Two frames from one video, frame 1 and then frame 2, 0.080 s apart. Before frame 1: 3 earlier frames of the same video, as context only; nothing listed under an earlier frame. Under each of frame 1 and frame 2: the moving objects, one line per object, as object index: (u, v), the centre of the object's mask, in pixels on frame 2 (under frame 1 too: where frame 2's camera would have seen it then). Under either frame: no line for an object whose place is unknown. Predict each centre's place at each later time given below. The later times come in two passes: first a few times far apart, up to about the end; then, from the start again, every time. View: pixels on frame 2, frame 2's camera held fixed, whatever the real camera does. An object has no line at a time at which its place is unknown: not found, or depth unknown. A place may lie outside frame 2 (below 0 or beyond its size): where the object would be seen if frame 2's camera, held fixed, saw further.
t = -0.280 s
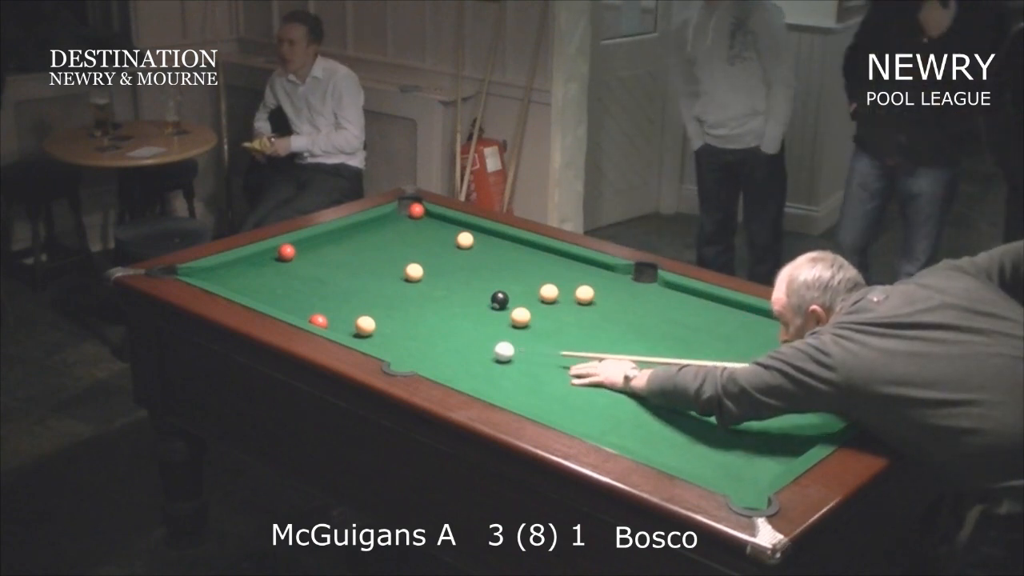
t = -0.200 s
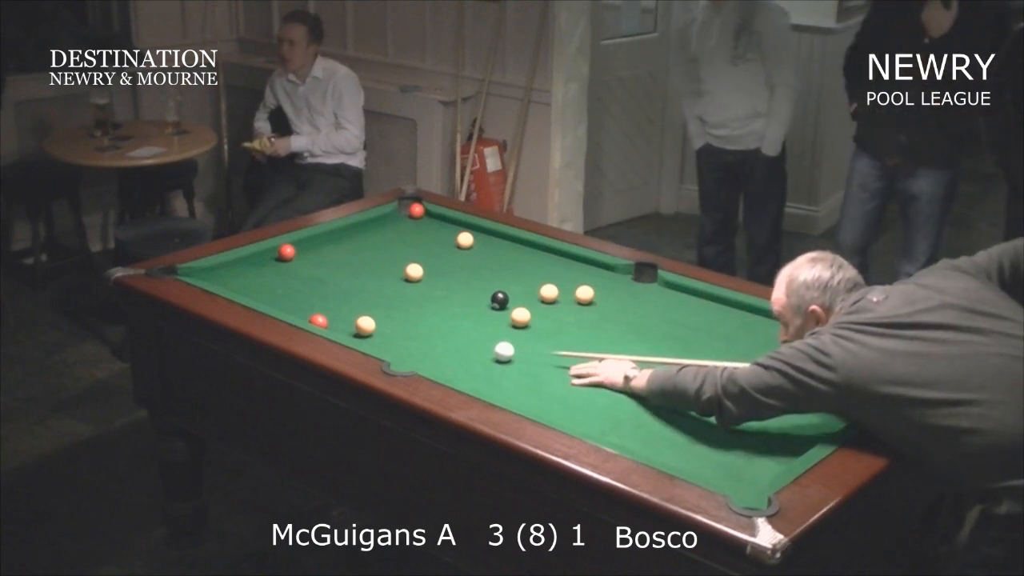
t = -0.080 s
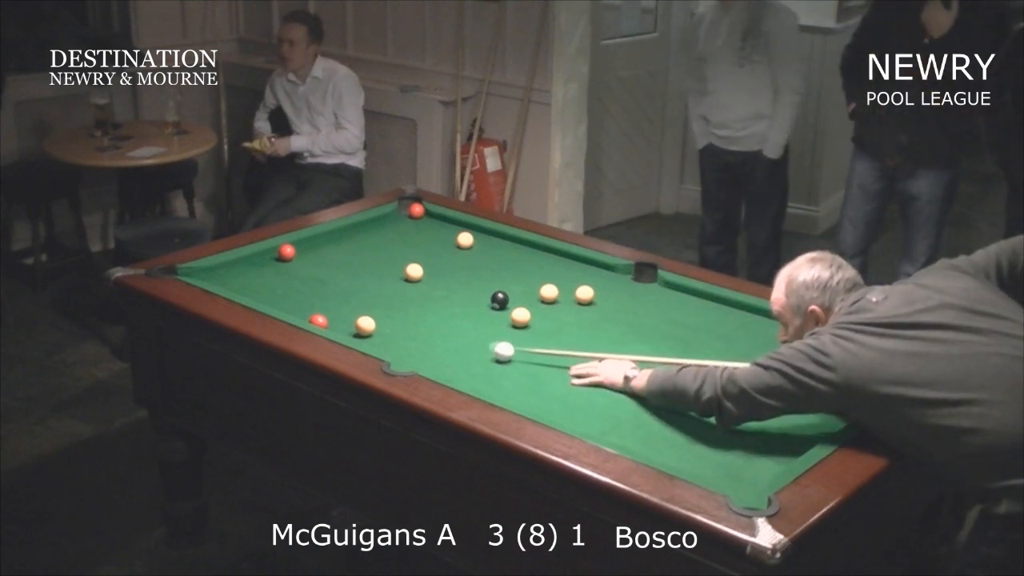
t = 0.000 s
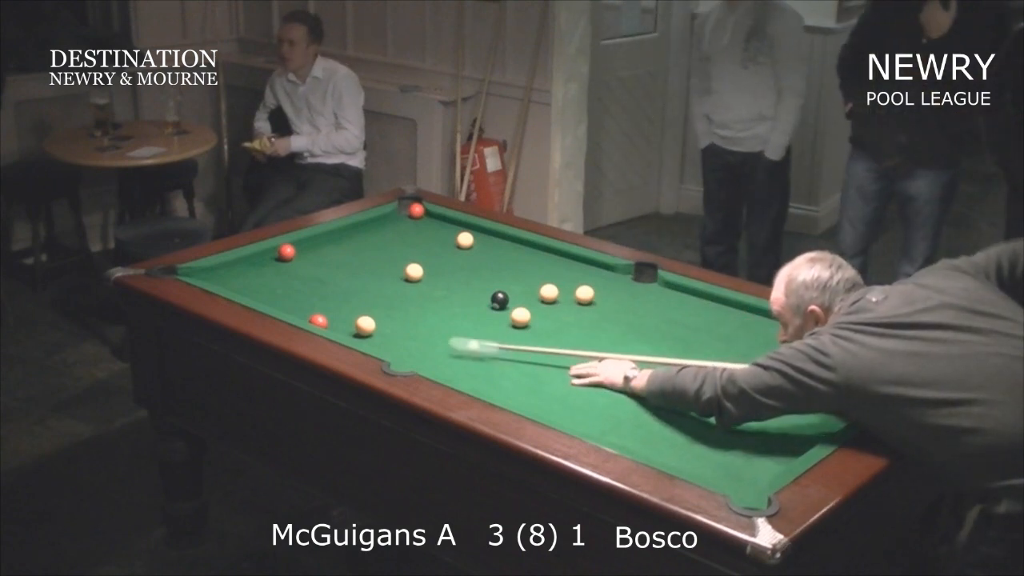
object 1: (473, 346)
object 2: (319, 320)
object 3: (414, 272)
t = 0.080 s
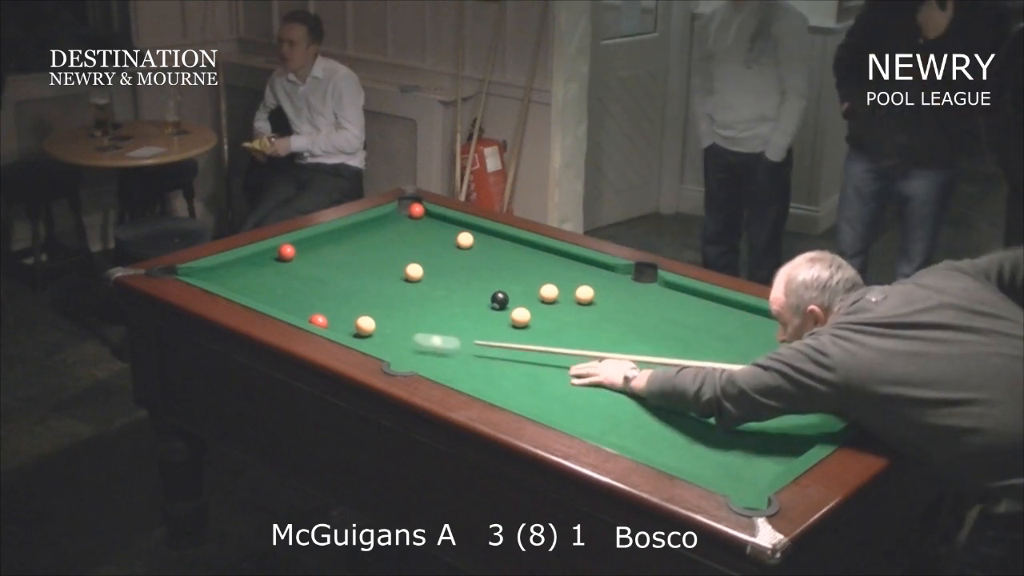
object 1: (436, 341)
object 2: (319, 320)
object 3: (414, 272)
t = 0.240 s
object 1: (365, 333)
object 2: (319, 320)
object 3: (414, 272)
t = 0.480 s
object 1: (345, 320)
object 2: (303, 313)
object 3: (414, 272)
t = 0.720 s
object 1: (359, 307)
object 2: (281, 304)
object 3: (414, 272)
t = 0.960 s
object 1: (373, 296)
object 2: (262, 295)
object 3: (414, 272)
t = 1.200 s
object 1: (385, 286)
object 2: (246, 287)
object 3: (414, 272)
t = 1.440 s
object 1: (395, 277)
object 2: (230, 280)
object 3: (414, 272)
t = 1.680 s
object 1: (395, 270)
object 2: (217, 273)
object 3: (420, 271)
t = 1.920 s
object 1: (393, 265)
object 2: (213, 270)
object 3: (426, 269)
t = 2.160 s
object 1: (391, 261)
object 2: (220, 274)
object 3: (431, 268)
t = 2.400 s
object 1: (389, 257)
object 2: (228, 277)
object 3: (434, 268)
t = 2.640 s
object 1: (389, 254)
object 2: (233, 279)
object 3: (435, 268)
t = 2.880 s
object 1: (389, 252)
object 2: (237, 280)
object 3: (435, 268)
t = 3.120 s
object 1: (389, 251)
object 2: (240, 282)
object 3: (435, 268)
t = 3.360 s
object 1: (389, 250)
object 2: (243, 282)
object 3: (435, 268)
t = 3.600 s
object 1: (389, 250)
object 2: (243, 283)
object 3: (435, 268)
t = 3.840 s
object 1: (389, 250)
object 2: (243, 283)
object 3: (435, 268)
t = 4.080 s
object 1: (389, 250)
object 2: (243, 283)
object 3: (435, 268)
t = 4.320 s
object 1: (389, 250)
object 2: (243, 283)
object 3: (435, 268)
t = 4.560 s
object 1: (389, 250)
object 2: (243, 283)
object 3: (435, 268)
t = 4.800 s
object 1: (389, 250)
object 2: (243, 283)
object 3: (435, 268)
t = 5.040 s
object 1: (389, 250)
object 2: (243, 283)
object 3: (435, 268)
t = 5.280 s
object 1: (389, 250)
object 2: (243, 283)
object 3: (435, 268)
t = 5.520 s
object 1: (389, 250)
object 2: (243, 283)
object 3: (435, 268)
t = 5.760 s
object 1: (389, 250)
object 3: (435, 268)
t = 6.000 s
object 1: (389, 250)
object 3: (435, 268)
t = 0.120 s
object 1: (419, 339)
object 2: (319, 320)
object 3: (414, 272)
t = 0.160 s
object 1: (401, 336)
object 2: (319, 320)
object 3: (414, 272)
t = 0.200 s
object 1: (384, 335)
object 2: (319, 320)
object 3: (414, 272)
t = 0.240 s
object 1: (365, 333)
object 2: (319, 320)
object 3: (414, 272)
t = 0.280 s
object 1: (349, 330)
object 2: (319, 320)
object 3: (414, 272)
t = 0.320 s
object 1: (336, 327)
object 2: (318, 320)
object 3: (414, 272)
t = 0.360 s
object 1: (335, 326)
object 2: (315, 319)
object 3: (414, 272)
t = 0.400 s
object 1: (340, 324)
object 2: (310, 317)
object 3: (414, 272)
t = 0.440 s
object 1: (343, 323)
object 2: (306, 315)
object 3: (414, 272)
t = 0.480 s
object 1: (345, 320)
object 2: (303, 313)
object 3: (414, 272)
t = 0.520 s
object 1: (347, 318)
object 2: (299, 312)
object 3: (414, 272)
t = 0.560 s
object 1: (350, 316)
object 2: (296, 310)
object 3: (414, 272)
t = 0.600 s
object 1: (352, 313)
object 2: (292, 309)
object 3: (414, 272)
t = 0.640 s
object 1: (354, 311)
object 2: (288, 307)
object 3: (414, 272)
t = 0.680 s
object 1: (357, 309)
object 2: (285, 305)
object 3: (414, 272)
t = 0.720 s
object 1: (359, 307)
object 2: (281, 304)
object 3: (414, 272)
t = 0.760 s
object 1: (362, 305)
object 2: (278, 302)
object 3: (414, 272)
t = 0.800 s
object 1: (364, 304)
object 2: (275, 301)
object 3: (414, 272)
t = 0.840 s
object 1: (366, 302)
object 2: (272, 300)
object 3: (414, 272)
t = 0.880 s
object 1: (368, 300)
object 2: (269, 298)
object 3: (414, 272)
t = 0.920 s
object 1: (370, 298)
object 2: (265, 296)
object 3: (414, 272)
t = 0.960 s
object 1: (373, 296)
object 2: (262, 295)
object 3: (414, 272)
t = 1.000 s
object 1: (375, 294)
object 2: (260, 294)
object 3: (414, 272)
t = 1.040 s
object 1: (377, 292)
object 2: (257, 292)
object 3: (414, 272)
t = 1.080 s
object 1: (379, 291)
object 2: (254, 291)
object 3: (414, 272)
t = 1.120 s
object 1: (381, 289)
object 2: (251, 290)
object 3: (414, 272)
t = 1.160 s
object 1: (383, 287)
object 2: (248, 289)
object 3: (414, 272)
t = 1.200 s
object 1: (385, 286)
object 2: (246, 287)
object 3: (414, 272)
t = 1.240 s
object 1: (386, 284)
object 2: (243, 286)
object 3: (414, 272)
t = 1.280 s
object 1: (388, 283)
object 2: (240, 285)
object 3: (414, 272)
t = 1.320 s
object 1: (390, 281)
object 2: (238, 284)
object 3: (414, 272)
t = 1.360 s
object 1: (392, 280)
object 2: (235, 283)
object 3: (413, 272)
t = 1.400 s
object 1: (393, 278)
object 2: (233, 281)
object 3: (414, 272)
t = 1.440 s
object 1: (395, 277)
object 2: (230, 280)
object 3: (414, 272)
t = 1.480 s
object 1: (396, 276)
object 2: (228, 279)
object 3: (414, 272)
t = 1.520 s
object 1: (397, 274)
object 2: (226, 278)
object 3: (415, 272)
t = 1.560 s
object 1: (396, 273)
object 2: (223, 276)
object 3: (416, 272)
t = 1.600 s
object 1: (396, 272)
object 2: (221, 275)
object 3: (417, 271)
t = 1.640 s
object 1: (395, 271)
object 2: (219, 274)
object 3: (419, 271)
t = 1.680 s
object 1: (395, 270)
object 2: (217, 273)
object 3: (420, 271)
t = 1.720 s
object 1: (395, 269)
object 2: (215, 272)
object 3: (421, 270)
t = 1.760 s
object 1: (394, 269)
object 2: (213, 271)
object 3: (423, 270)
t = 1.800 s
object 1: (394, 268)
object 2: (211, 270)
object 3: (424, 270)
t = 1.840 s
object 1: (393, 267)
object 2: (211, 270)
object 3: (425, 270)
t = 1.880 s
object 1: (393, 266)
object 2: (211, 270)
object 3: (426, 270)
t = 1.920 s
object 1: (393, 265)
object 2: (213, 270)
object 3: (426, 269)
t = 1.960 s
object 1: (392, 264)
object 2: (214, 271)
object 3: (427, 269)
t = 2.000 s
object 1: (392, 264)
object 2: (216, 272)
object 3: (428, 269)
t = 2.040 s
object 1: (392, 263)
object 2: (217, 272)
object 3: (429, 269)
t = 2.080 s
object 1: (391, 262)
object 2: (218, 273)
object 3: (430, 269)
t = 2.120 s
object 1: (391, 261)
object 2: (219, 273)
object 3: (431, 269)
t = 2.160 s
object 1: (391, 261)
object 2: (220, 274)
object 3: (431, 268)
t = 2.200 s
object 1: (390, 260)
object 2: (221, 274)
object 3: (432, 268)
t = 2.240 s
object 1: (390, 259)
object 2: (223, 275)
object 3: (432, 268)
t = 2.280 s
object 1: (390, 259)
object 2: (224, 275)
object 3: (433, 268)
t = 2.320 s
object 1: (390, 258)
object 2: (225, 276)
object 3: (433, 268)
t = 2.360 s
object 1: (390, 257)
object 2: (226, 276)
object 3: (434, 268)
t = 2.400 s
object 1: (389, 257)
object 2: (228, 277)
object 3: (434, 268)
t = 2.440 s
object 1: (389, 256)
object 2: (228, 277)
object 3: (434, 268)
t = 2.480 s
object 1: (389, 256)
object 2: (229, 277)
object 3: (435, 268)
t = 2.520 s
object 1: (389, 256)
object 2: (230, 278)
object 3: (435, 268)
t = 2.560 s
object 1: (389, 255)
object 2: (231, 278)
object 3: (435, 268)
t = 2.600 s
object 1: (389, 255)
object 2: (232, 279)
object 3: (435, 268)
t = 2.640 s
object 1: (389, 254)
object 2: (233, 279)
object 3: (435, 268)
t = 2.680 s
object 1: (389, 254)
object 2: (234, 279)
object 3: (435, 268)
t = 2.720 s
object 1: (389, 253)
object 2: (234, 280)
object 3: (435, 268)
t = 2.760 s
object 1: (389, 253)
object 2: (235, 280)
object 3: (435, 268)
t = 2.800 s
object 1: (389, 253)
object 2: (236, 280)
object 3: (435, 268)
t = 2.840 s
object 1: (389, 252)
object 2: (237, 280)
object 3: (435, 268)
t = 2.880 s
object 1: (389, 252)
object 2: (237, 280)
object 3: (435, 268)
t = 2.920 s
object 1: (388, 252)
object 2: (238, 281)
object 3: (435, 268)
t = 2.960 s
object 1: (388, 252)
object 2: (239, 281)
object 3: (435, 268)
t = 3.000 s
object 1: (388, 251)
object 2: (239, 281)
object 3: (435, 268)
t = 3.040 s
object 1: (389, 251)
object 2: (239, 282)
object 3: (435, 268)
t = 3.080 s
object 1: (389, 251)
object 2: (240, 282)
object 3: (435, 268)
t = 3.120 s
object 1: (389, 251)
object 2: (240, 282)
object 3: (435, 268)
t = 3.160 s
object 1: (389, 251)
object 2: (241, 282)
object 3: (435, 268)
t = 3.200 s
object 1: (389, 251)
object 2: (241, 282)
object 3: (435, 268)
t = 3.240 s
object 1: (389, 250)
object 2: (242, 282)
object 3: (435, 268)
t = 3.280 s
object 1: (389, 250)
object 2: (242, 282)
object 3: (435, 268)
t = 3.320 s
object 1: (389, 250)
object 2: (242, 282)
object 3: (435, 268)
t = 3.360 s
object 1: (389, 250)
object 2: (243, 282)
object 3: (435, 268)
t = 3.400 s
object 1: (389, 250)
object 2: (243, 282)
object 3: (435, 268)
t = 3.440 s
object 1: (389, 250)
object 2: (243, 283)
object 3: (435, 268)
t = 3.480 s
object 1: (389, 250)
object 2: (243, 283)
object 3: (435, 268)
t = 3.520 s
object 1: (389, 250)
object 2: (243, 283)
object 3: (435, 268)
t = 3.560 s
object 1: (389, 250)
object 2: (243, 283)
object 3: (435, 268)
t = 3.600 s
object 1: (389, 250)
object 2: (243, 283)
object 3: (435, 268)
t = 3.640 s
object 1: (389, 250)
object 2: (243, 283)
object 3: (435, 268)
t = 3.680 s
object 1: (389, 250)
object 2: (243, 283)
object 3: (435, 268)
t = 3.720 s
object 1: (389, 250)
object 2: (243, 283)
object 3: (435, 268)
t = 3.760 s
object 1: (389, 250)
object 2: (243, 283)
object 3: (435, 268)
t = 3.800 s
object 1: (389, 250)
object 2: (243, 283)
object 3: (435, 268)
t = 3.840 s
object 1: (389, 250)
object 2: (243, 283)
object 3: (435, 268)
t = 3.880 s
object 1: (389, 250)
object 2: (243, 283)
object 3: (435, 268)
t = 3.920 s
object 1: (389, 250)
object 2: (243, 283)
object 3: (435, 268)
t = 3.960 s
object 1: (389, 250)
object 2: (243, 283)
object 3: (435, 268)
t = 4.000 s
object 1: (389, 250)
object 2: (243, 283)
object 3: (435, 268)
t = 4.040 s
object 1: (389, 250)
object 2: (243, 283)
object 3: (435, 268)
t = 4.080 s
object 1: (389, 250)
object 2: (243, 283)
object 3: (435, 268)
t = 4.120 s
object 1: (389, 250)
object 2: (243, 283)
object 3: (435, 268)
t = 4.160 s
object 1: (389, 250)
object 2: (243, 283)
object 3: (435, 268)
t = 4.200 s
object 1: (389, 250)
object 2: (243, 283)
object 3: (435, 268)
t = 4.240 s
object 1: (389, 250)
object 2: (243, 283)
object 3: (435, 268)
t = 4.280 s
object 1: (389, 250)
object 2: (243, 283)
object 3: (435, 268)
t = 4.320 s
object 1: (389, 250)
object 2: (243, 283)
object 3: (435, 268)
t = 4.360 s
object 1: (389, 250)
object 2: (243, 283)
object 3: (435, 268)
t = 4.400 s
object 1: (389, 250)
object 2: (243, 283)
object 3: (435, 267)
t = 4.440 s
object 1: (389, 250)
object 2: (243, 283)
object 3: (435, 268)
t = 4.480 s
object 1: (389, 250)
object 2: (243, 283)
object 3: (435, 268)
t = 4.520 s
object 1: (389, 250)
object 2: (243, 283)
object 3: (435, 268)
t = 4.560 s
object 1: (389, 250)
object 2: (243, 283)
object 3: (435, 268)
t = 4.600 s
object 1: (389, 250)
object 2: (243, 283)
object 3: (435, 268)
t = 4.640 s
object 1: (389, 250)
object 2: (243, 283)
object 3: (435, 268)
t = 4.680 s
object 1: (389, 250)
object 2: (243, 283)
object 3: (435, 268)
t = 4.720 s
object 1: (389, 250)
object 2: (243, 283)
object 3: (435, 268)
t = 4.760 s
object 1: (389, 250)
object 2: (243, 283)
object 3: (435, 268)
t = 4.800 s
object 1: (389, 250)
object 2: (243, 283)
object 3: (435, 268)
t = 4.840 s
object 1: (389, 250)
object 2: (243, 283)
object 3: (435, 268)
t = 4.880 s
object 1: (389, 250)
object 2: (243, 283)
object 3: (435, 268)
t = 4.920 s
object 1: (389, 250)
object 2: (243, 283)
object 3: (435, 268)
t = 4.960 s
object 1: (389, 250)
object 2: (243, 283)
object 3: (435, 268)
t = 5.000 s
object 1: (389, 250)
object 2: (243, 283)
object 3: (435, 268)
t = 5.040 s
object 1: (389, 250)
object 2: (243, 283)
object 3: (435, 268)
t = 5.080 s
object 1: (389, 250)
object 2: (243, 283)
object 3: (435, 268)
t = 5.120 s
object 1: (389, 250)
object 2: (243, 283)
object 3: (435, 268)
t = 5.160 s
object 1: (389, 250)
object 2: (243, 283)
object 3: (435, 268)
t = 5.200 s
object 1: (389, 250)
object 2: (243, 283)
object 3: (435, 268)
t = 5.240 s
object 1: (389, 250)
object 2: (243, 283)
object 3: (435, 268)
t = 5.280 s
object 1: (389, 250)
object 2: (243, 283)
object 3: (435, 268)
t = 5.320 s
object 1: (389, 250)
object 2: (243, 283)
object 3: (435, 268)
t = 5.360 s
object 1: (389, 250)
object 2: (243, 283)
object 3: (435, 268)
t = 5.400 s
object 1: (389, 250)
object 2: (243, 283)
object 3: (435, 268)
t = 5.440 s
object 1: (389, 250)
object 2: (243, 283)
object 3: (435, 268)
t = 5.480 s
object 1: (389, 250)
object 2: (243, 283)
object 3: (435, 268)
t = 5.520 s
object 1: (389, 250)
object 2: (243, 283)
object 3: (435, 268)
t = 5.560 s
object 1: (389, 250)
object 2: (243, 283)
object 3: (435, 268)
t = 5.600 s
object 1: (389, 250)
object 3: (435, 268)
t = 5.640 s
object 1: (389, 250)
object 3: (435, 268)
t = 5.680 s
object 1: (389, 250)
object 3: (435, 268)
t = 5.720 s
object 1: (389, 250)
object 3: (435, 268)
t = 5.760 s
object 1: (389, 250)
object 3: (435, 268)
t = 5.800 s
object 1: (389, 250)
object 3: (435, 268)
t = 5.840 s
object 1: (389, 250)
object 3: (435, 268)
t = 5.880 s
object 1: (389, 250)
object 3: (435, 268)
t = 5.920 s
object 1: (389, 250)
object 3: (435, 268)
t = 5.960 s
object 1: (389, 250)
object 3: (435, 268)
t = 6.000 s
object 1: (389, 250)
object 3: (435, 268)
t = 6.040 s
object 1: (389, 250)
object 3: (435, 268)
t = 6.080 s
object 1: (389, 250)
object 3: (435, 268)
